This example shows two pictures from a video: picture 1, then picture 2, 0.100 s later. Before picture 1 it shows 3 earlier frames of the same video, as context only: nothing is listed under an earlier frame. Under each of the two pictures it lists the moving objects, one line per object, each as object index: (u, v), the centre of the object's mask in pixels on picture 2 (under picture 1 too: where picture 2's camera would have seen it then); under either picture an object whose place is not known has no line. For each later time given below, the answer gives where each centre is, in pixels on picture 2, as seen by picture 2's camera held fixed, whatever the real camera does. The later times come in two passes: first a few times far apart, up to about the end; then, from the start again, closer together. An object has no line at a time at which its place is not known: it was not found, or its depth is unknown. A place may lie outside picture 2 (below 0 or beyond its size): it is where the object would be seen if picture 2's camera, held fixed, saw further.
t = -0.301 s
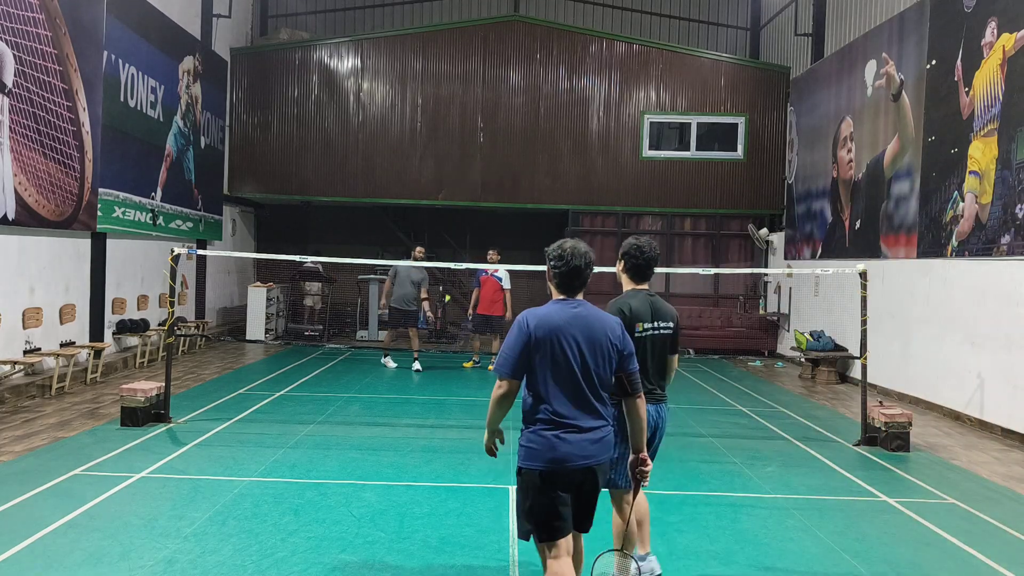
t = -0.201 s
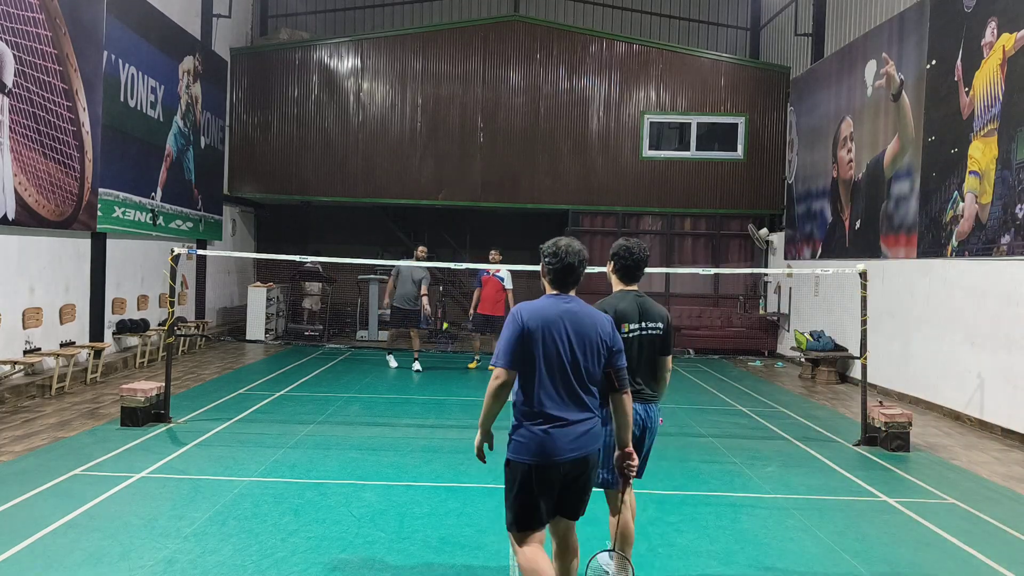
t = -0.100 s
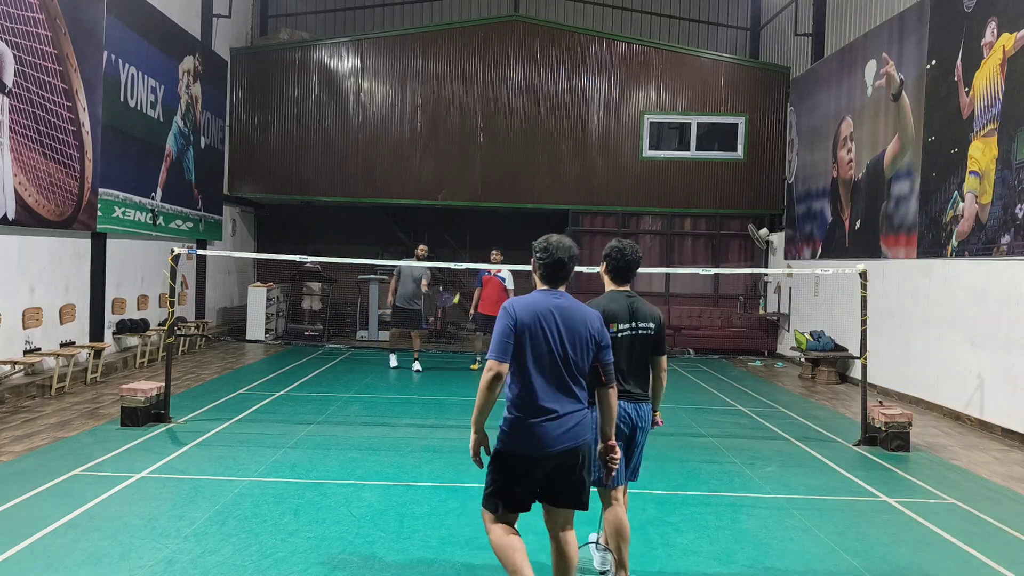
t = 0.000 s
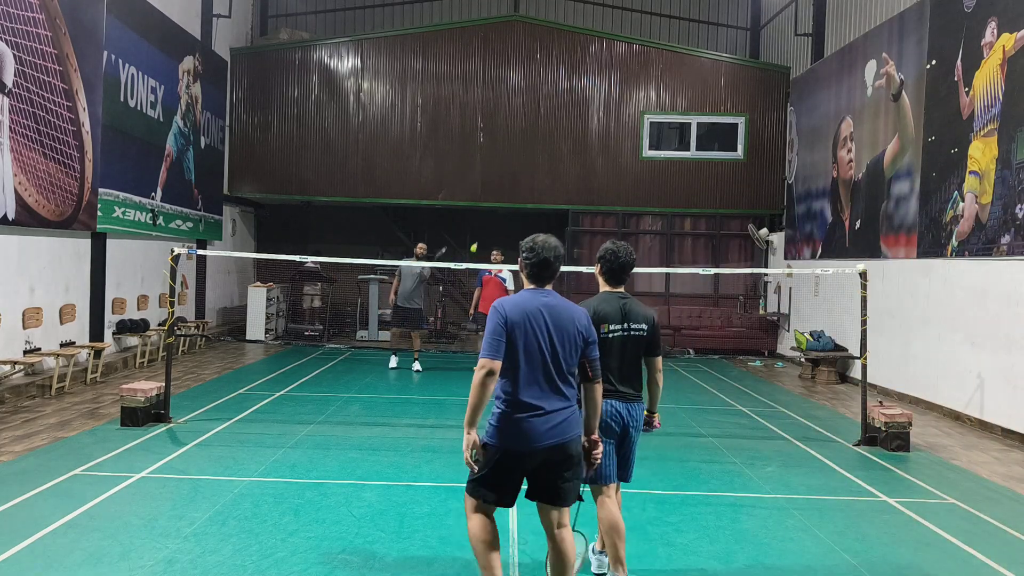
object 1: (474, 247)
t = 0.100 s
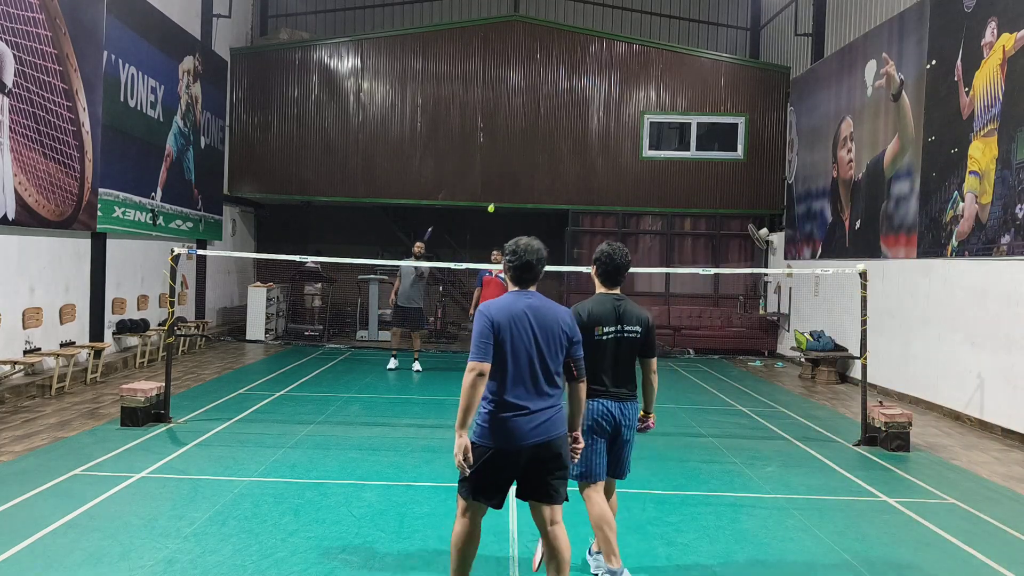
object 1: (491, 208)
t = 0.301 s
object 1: (519, 161)
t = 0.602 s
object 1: (556, 169)
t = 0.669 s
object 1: (563, 185)
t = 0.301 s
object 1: (519, 161)
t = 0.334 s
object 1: (524, 157)
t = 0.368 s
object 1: (528, 154)
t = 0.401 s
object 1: (532, 152)
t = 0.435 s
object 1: (537, 152)
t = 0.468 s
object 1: (541, 153)
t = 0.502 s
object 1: (545, 155)
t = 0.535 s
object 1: (549, 158)
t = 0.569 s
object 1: (552, 163)
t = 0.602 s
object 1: (556, 169)
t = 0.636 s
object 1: (560, 176)
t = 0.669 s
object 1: (563, 185)
